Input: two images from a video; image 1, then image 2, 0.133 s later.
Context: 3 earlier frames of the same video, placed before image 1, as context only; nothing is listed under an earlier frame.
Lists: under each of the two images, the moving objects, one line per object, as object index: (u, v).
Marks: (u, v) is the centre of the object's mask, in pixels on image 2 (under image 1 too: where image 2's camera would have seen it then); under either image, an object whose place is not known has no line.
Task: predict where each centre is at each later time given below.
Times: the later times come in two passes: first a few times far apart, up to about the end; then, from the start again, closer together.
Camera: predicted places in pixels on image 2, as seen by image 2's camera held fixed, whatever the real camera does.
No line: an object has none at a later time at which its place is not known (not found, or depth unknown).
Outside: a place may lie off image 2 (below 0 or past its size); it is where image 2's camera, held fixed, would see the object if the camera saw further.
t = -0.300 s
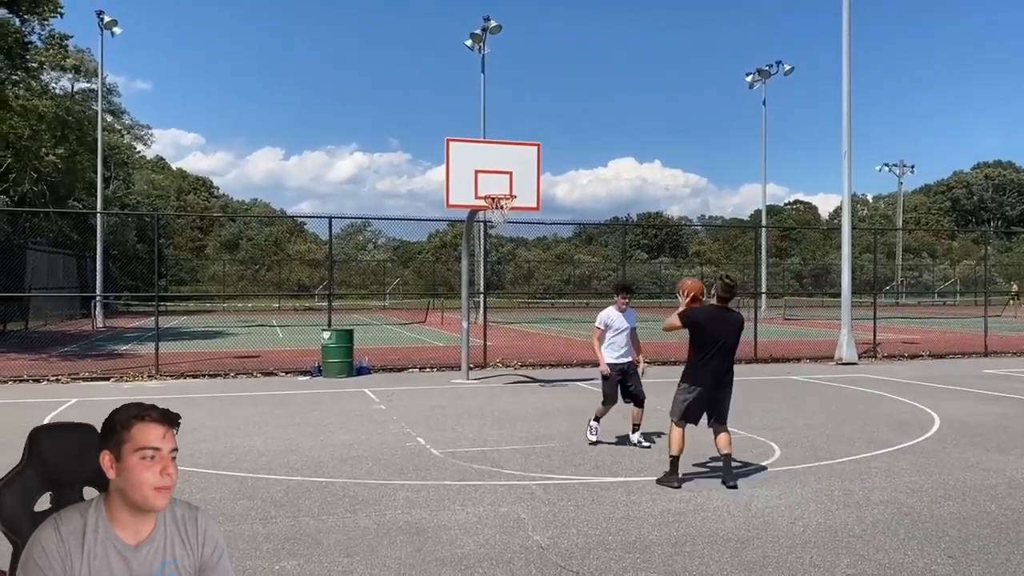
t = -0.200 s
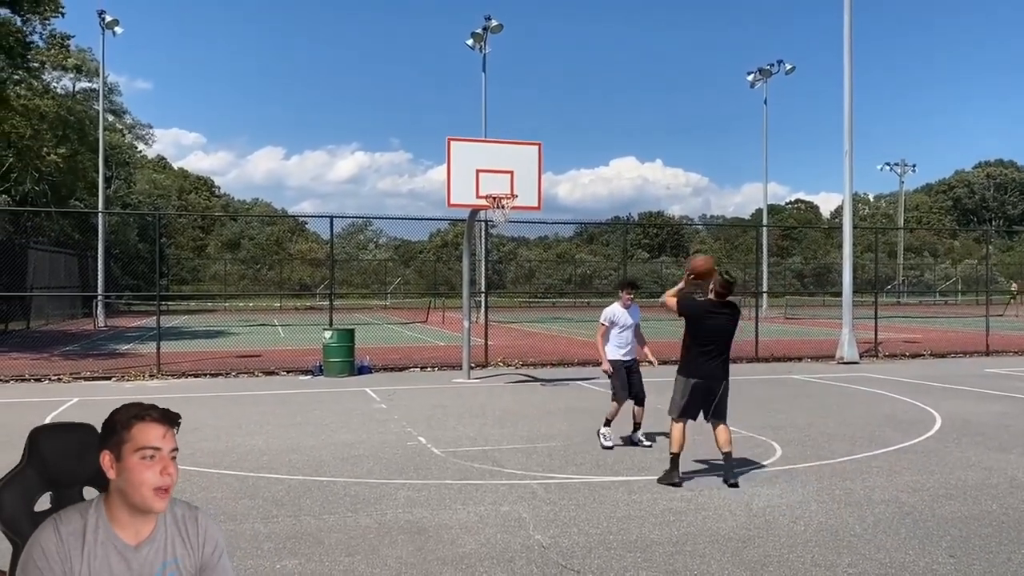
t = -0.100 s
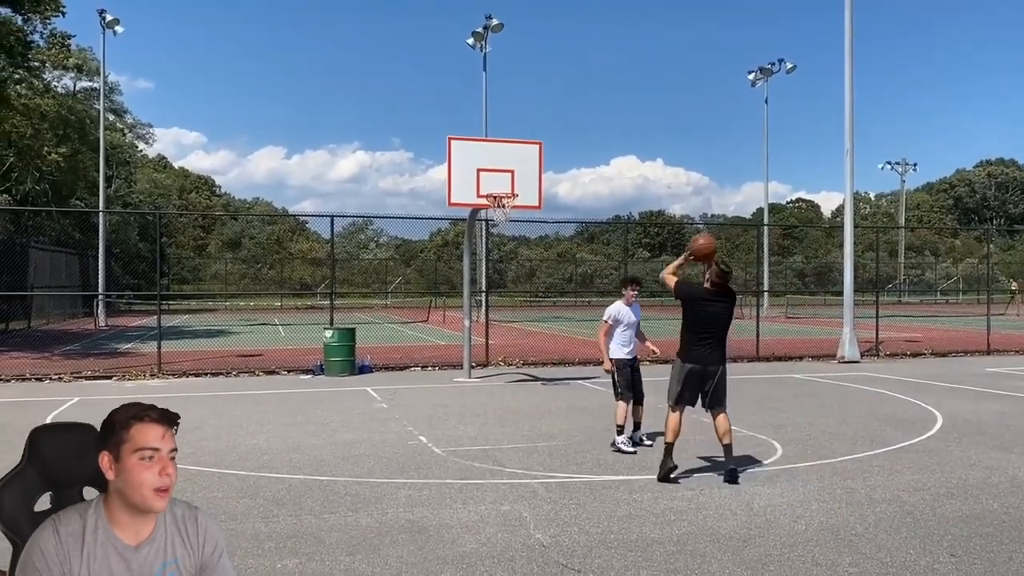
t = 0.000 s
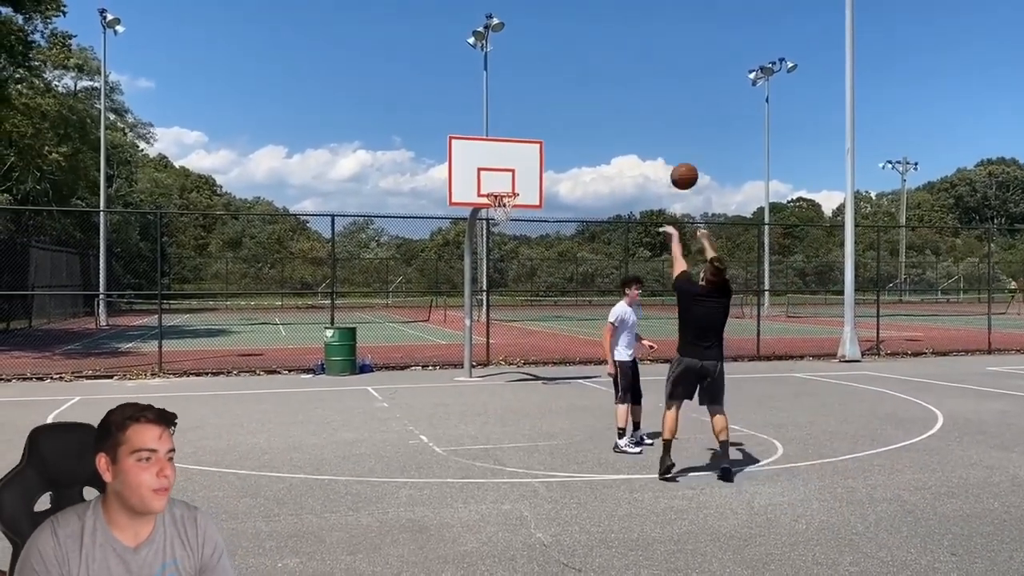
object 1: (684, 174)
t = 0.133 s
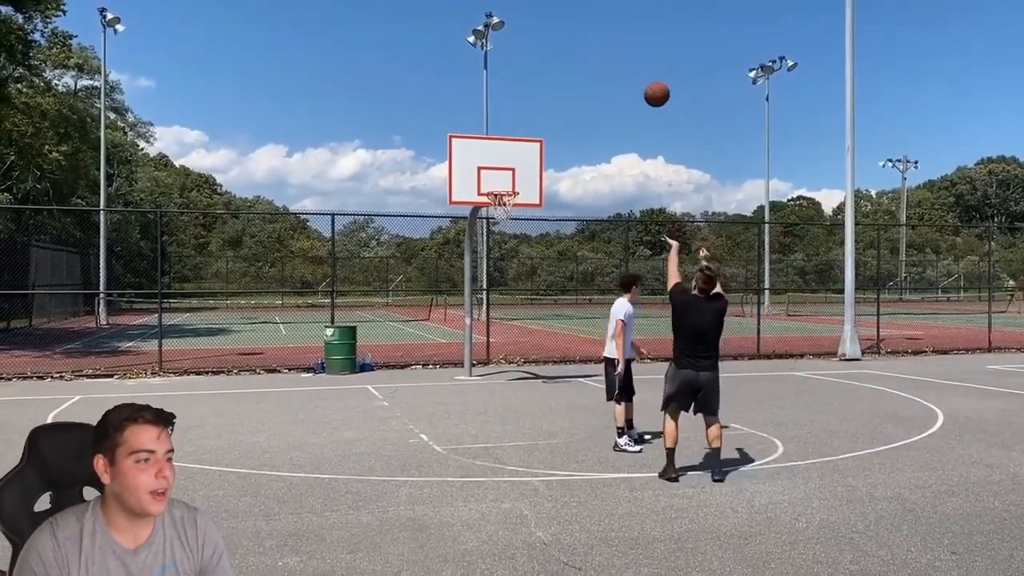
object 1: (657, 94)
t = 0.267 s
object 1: (632, 41)
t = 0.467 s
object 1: (601, 8)
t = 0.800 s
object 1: (558, 25)
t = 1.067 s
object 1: (529, 94)
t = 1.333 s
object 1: (503, 196)
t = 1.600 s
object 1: (492, 237)
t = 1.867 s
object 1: (487, 316)
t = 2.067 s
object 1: (483, 383)
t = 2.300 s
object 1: (485, 315)
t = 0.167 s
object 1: (650, 78)
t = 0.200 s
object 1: (644, 64)
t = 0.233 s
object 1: (638, 52)
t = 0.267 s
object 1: (632, 41)
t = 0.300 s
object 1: (627, 31)
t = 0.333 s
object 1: (621, 23)
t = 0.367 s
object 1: (616, 16)
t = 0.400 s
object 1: (611, 12)
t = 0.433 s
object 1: (605, 10)
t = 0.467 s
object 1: (601, 8)
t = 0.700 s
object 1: (570, 12)
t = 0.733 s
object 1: (565, 14)
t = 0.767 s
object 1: (562, 19)
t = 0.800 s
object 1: (558, 25)
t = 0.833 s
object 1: (554, 31)
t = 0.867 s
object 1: (550, 38)
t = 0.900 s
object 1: (546, 46)
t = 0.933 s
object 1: (543, 54)
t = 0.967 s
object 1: (539, 63)
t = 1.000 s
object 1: (535, 73)
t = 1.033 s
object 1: (532, 83)
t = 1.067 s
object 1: (529, 94)
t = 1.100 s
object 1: (525, 105)
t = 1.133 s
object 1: (522, 117)
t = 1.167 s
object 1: (519, 129)
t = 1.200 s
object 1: (516, 141)
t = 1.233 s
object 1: (513, 154)
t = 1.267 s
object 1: (510, 167)
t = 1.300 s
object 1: (507, 181)
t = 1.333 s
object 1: (503, 196)
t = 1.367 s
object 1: (501, 204)
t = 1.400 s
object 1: (500, 210)
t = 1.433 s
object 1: (498, 218)
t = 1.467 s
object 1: (497, 219)
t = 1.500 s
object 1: (497, 221)
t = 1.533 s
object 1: (496, 226)
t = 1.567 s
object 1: (494, 231)
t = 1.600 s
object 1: (492, 237)
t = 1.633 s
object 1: (493, 245)
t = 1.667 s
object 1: (492, 251)
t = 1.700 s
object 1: (492, 258)
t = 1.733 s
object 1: (491, 269)
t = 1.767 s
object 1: (491, 281)
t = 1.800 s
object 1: (490, 291)
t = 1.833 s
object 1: (487, 304)
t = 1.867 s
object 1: (487, 316)
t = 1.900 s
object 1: (485, 329)
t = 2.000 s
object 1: (483, 373)
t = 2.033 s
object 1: (482, 390)
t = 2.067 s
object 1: (483, 383)
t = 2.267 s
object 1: (485, 322)
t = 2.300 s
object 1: (485, 315)
